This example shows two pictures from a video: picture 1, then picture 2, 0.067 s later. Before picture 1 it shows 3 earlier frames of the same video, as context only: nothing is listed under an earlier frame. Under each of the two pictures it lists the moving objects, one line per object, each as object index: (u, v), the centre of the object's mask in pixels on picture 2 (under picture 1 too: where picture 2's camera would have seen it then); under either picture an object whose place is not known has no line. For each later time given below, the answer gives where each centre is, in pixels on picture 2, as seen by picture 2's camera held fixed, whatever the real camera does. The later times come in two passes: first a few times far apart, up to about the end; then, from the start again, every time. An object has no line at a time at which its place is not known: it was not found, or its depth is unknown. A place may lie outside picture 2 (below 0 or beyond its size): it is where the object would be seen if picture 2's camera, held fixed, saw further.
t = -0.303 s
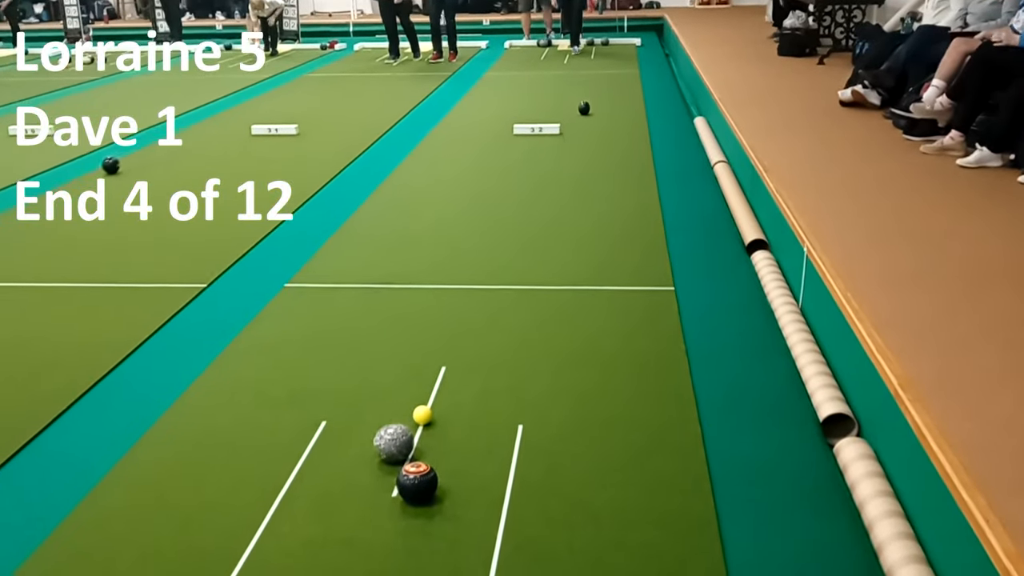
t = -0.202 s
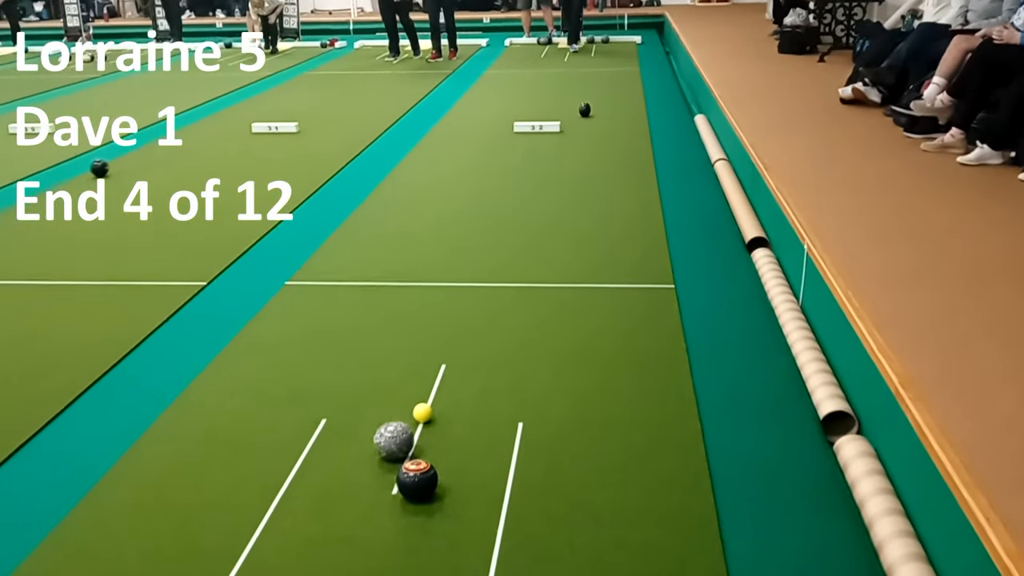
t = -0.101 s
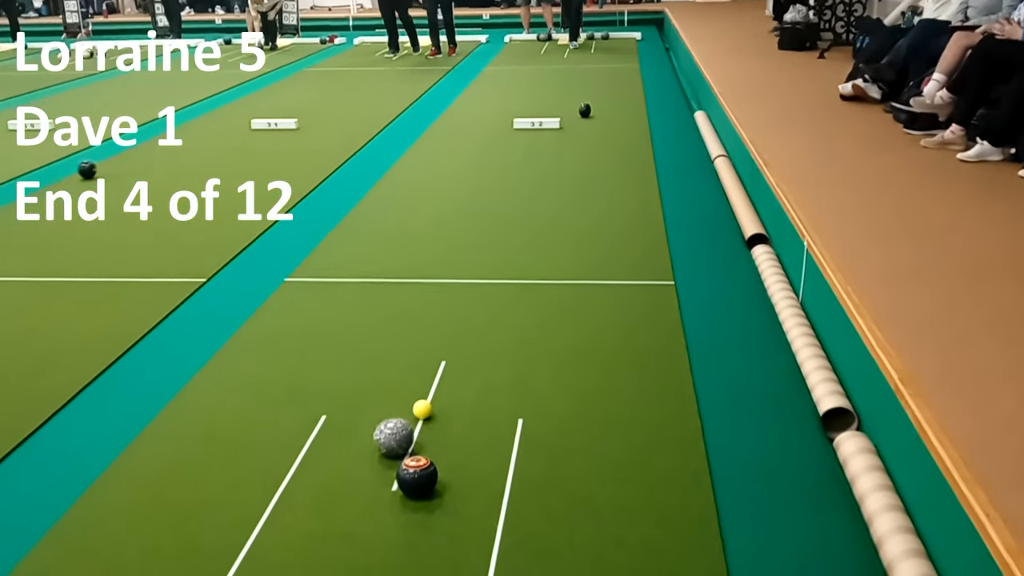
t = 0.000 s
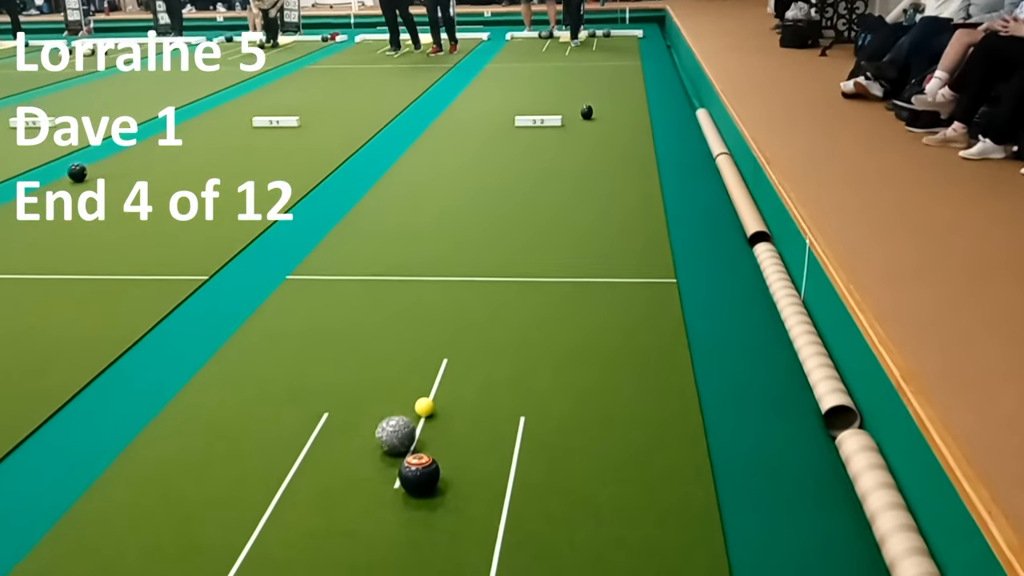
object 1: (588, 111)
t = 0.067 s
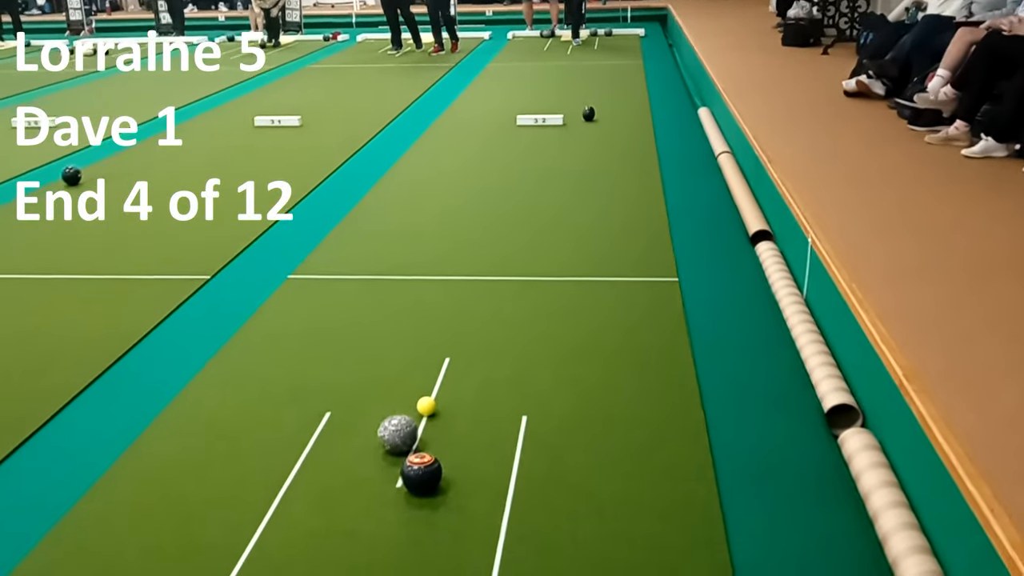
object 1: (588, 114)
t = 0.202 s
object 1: (588, 119)
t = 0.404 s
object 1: (589, 128)
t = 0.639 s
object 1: (589, 139)
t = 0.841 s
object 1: (589, 149)
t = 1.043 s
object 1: (589, 160)
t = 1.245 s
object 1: (588, 171)
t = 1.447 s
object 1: (588, 182)
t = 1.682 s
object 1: (586, 196)
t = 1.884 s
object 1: (584, 209)
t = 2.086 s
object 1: (580, 224)
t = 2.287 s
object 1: (576, 239)
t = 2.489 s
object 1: (572, 254)
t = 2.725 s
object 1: (565, 272)
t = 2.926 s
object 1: (560, 290)
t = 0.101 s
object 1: (589, 115)
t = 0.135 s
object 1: (589, 116)
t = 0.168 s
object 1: (589, 117)
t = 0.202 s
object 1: (588, 119)
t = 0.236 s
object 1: (589, 121)
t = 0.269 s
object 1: (589, 122)
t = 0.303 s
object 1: (589, 124)
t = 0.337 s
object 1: (589, 125)
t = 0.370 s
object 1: (589, 127)
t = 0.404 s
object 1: (589, 128)
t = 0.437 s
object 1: (589, 130)
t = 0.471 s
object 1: (589, 131)
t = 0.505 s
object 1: (590, 133)
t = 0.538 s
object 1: (589, 134)
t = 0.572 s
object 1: (589, 136)
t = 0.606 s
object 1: (589, 137)
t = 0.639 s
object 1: (589, 139)
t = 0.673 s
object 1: (590, 141)
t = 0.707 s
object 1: (590, 142)
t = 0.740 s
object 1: (590, 144)
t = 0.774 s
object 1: (589, 146)
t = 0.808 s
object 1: (589, 147)
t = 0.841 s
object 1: (589, 149)
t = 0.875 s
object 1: (589, 151)
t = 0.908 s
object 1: (589, 153)
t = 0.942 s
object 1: (589, 154)
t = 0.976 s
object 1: (589, 156)
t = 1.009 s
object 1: (589, 158)
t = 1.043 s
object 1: (589, 160)
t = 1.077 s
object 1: (589, 161)
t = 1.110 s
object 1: (589, 164)
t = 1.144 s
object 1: (589, 166)
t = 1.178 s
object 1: (589, 167)
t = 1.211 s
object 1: (589, 169)
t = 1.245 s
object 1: (588, 171)
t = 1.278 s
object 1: (588, 173)
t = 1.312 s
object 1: (589, 175)
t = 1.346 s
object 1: (588, 177)
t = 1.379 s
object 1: (588, 178)
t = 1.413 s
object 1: (588, 180)
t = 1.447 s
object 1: (588, 182)
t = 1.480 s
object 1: (588, 183)
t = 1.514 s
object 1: (587, 185)
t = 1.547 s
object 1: (587, 187)
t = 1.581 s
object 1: (587, 189)
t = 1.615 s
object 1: (587, 192)
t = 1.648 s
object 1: (587, 194)
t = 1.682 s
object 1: (586, 196)
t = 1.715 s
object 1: (586, 198)
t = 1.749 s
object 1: (586, 200)
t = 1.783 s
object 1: (585, 202)
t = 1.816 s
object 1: (585, 204)
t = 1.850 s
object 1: (584, 207)
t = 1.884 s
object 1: (584, 209)
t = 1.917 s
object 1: (583, 211)
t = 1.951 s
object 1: (583, 214)
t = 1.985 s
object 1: (582, 217)
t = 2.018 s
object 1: (582, 219)
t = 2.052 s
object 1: (581, 221)
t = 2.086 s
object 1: (580, 224)
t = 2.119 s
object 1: (580, 226)
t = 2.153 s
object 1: (579, 229)
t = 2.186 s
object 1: (579, 231)
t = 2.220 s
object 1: (578, 234)
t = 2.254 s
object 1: (577, 236)
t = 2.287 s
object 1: (576, 239)
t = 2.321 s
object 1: (576, 241)
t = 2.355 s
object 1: (575, 244)
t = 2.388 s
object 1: (574, 246)
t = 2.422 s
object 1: (573, 249)
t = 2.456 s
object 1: (572, 251)
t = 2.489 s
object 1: (572, 254)
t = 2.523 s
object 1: (571, 257)
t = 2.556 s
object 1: (570, 259)
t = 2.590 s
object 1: (569, 262)
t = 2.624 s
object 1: (568, 264)
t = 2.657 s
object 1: (567, 267)
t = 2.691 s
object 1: (566, 270)
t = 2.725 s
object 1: (565, 272)
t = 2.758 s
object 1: (564, 276)
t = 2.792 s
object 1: (563, 278)
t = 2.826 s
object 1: (562, 281)
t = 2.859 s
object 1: (561, 284)
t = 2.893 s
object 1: (560, 286)
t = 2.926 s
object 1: (560, 290)
